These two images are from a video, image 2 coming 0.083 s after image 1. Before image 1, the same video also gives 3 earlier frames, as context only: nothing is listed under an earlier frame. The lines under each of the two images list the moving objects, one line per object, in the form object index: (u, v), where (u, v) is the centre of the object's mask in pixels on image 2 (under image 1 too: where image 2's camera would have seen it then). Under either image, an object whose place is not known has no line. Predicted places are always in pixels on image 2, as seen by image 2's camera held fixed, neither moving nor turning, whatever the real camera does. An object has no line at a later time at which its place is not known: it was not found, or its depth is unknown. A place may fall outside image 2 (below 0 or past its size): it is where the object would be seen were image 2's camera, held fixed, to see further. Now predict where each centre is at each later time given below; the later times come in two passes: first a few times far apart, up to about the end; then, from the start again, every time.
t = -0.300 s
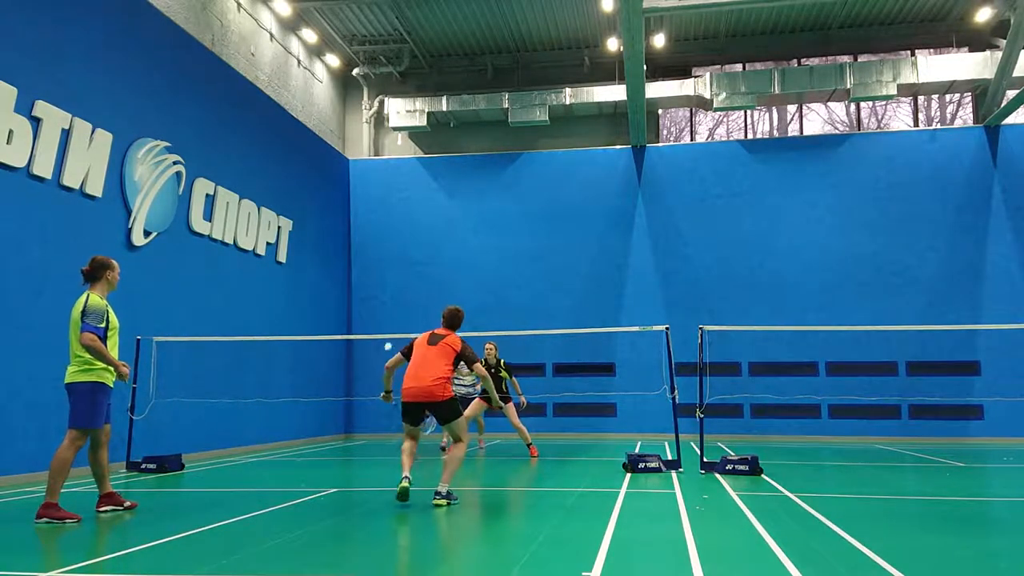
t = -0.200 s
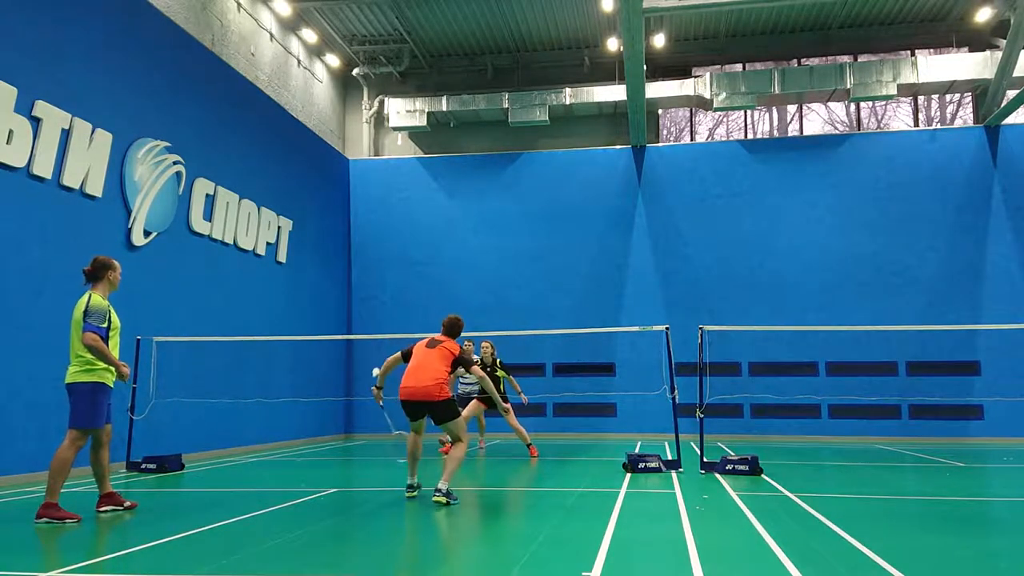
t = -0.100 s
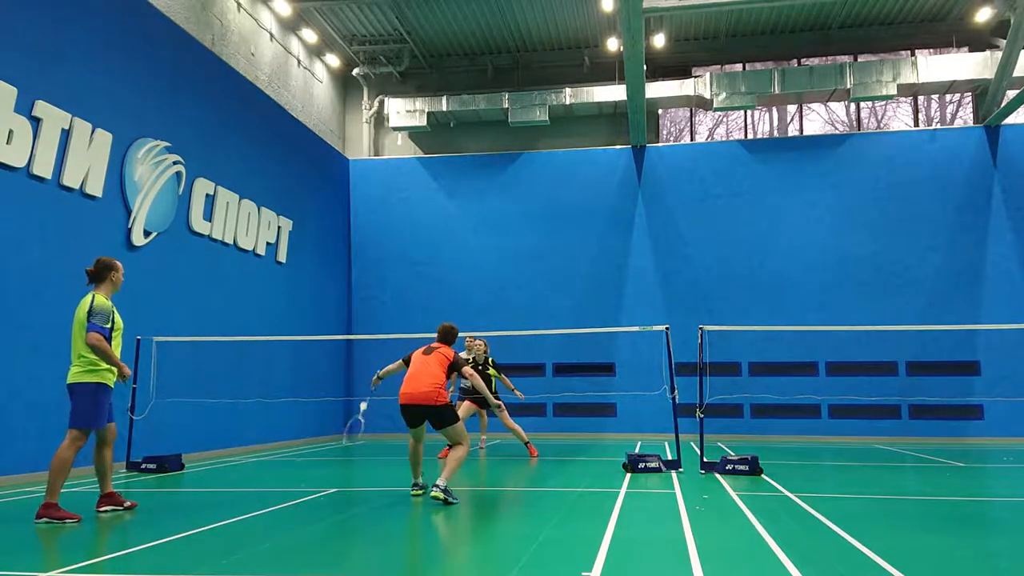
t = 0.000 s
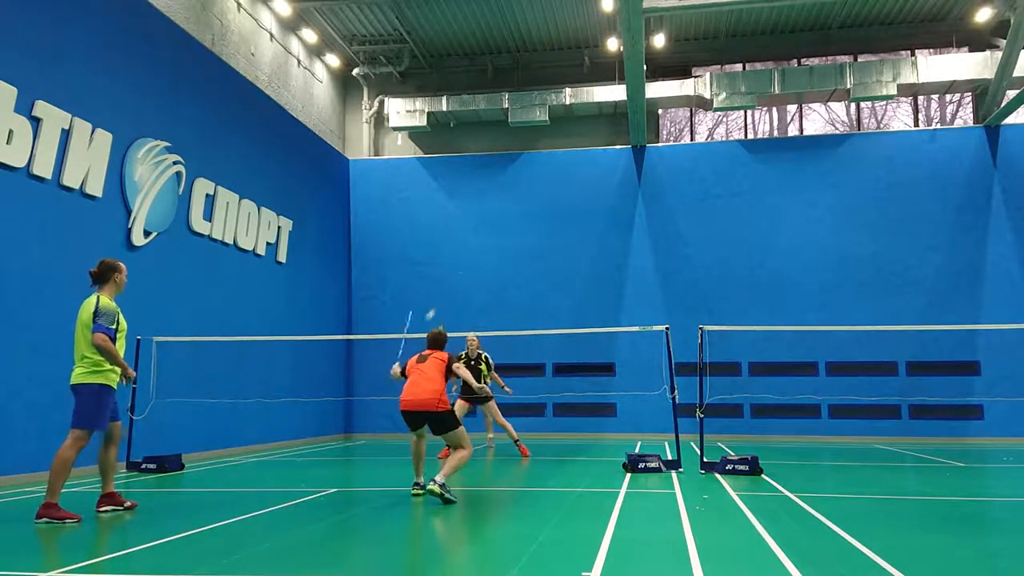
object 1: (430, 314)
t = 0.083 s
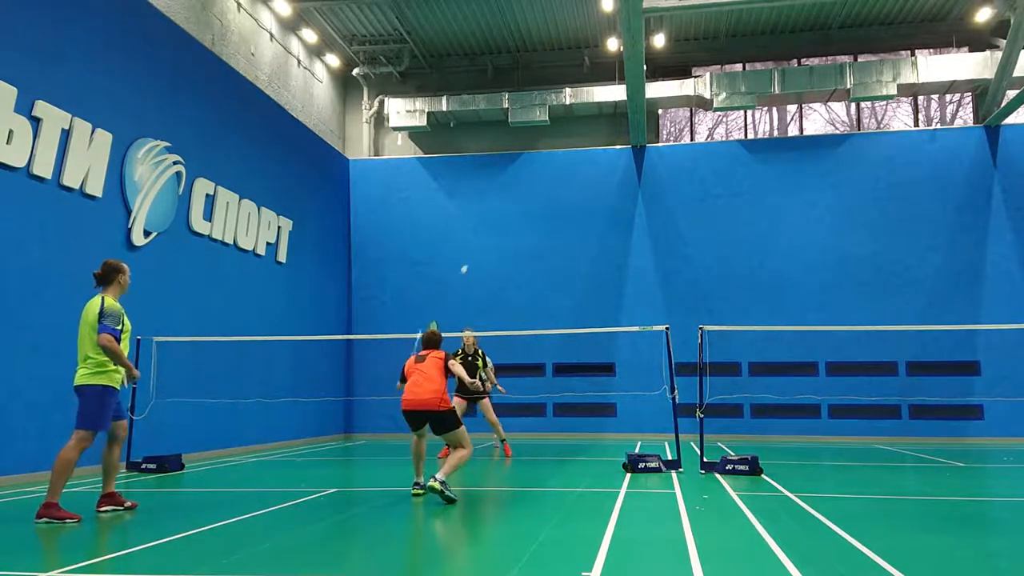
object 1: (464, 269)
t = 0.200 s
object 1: (493, 237)
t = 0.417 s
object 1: (525, 222)
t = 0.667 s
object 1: (549, 242)
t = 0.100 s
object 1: (469, 263)
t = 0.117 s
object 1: (473, 257)
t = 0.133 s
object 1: (478, 252)
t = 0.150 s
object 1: (482, 247)
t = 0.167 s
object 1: (486, 243)
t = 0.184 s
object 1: (489, 240)
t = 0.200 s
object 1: (493, 237)
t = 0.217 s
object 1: (496, 234)
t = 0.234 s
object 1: (499, 232)
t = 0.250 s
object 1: (501, 230)
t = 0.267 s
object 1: (505, 228)
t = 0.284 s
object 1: (507, 226)
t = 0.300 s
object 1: (509, 225)
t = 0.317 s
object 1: (512, 223)
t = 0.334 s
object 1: (514, 223)
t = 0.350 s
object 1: (517, 223)
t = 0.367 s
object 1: (519, 222)
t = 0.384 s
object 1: (521, 222)
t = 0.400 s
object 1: (523, 222)
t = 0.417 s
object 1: (525, 222)
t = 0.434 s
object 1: (527, 223)
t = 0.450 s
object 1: (529, 223)
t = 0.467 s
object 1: (530, 224)
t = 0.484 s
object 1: (532, 225)
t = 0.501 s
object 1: (534, 226)
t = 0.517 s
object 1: (536, 227)
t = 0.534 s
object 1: (537, 228)
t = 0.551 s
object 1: (539, 229)
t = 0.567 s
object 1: (540, 231)
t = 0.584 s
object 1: (542, 232)
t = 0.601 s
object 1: (543, 234)
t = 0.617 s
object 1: (545, 236)
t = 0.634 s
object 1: (546, 238)
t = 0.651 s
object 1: (547, 240)
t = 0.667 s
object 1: (549, 242)
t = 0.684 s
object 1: (550, 244)
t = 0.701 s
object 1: (551, 246)
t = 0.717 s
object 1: (553, 248)
